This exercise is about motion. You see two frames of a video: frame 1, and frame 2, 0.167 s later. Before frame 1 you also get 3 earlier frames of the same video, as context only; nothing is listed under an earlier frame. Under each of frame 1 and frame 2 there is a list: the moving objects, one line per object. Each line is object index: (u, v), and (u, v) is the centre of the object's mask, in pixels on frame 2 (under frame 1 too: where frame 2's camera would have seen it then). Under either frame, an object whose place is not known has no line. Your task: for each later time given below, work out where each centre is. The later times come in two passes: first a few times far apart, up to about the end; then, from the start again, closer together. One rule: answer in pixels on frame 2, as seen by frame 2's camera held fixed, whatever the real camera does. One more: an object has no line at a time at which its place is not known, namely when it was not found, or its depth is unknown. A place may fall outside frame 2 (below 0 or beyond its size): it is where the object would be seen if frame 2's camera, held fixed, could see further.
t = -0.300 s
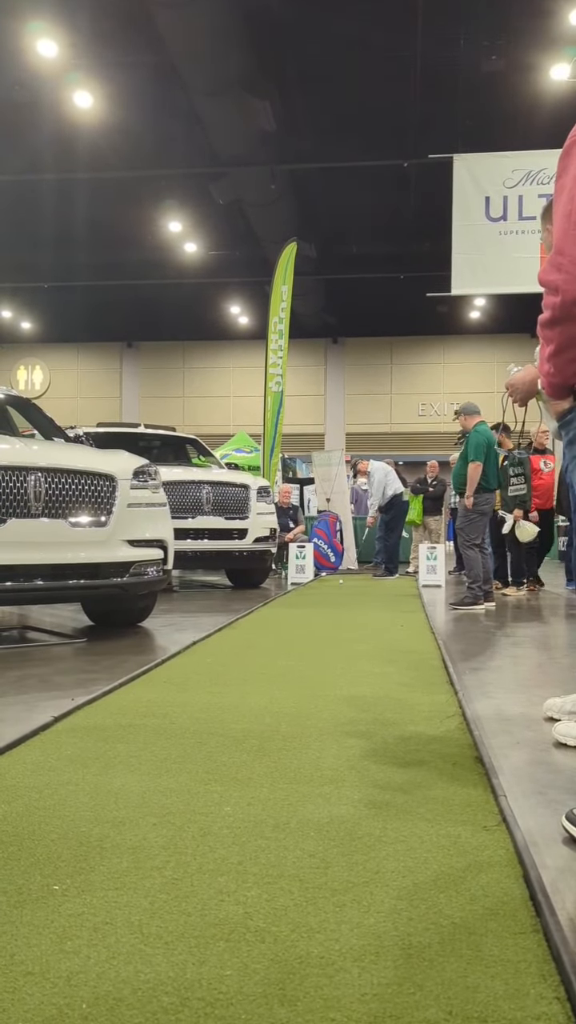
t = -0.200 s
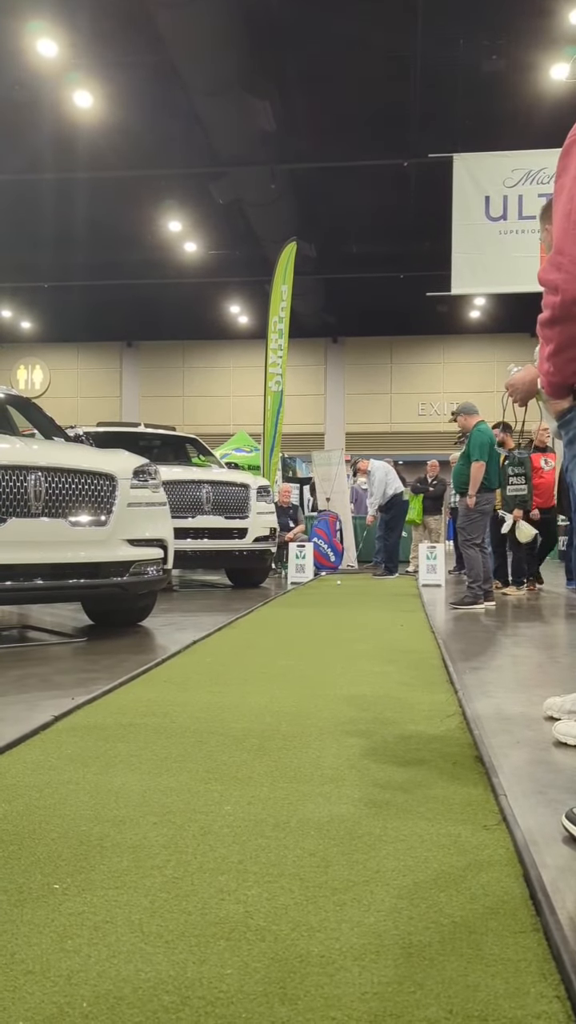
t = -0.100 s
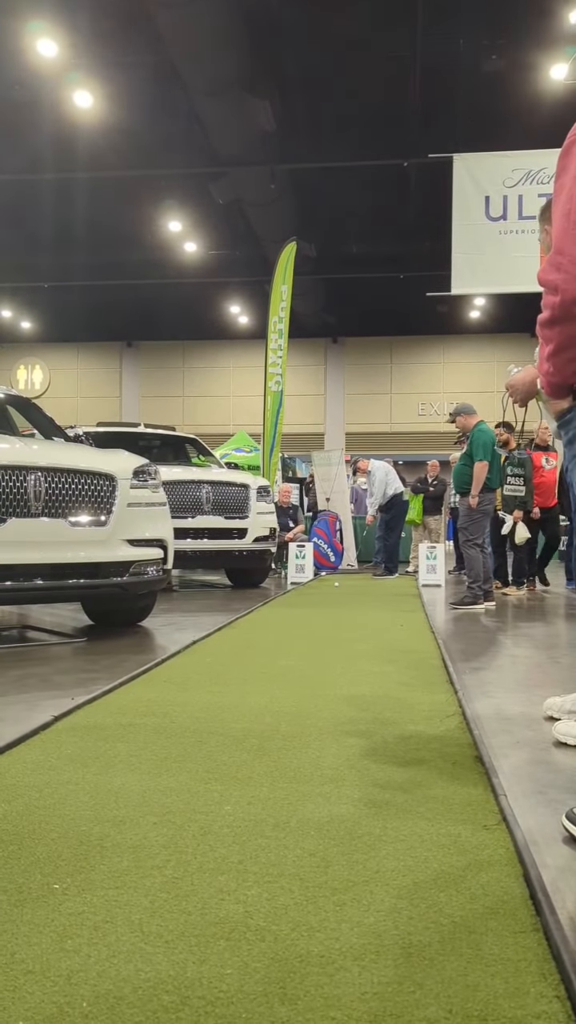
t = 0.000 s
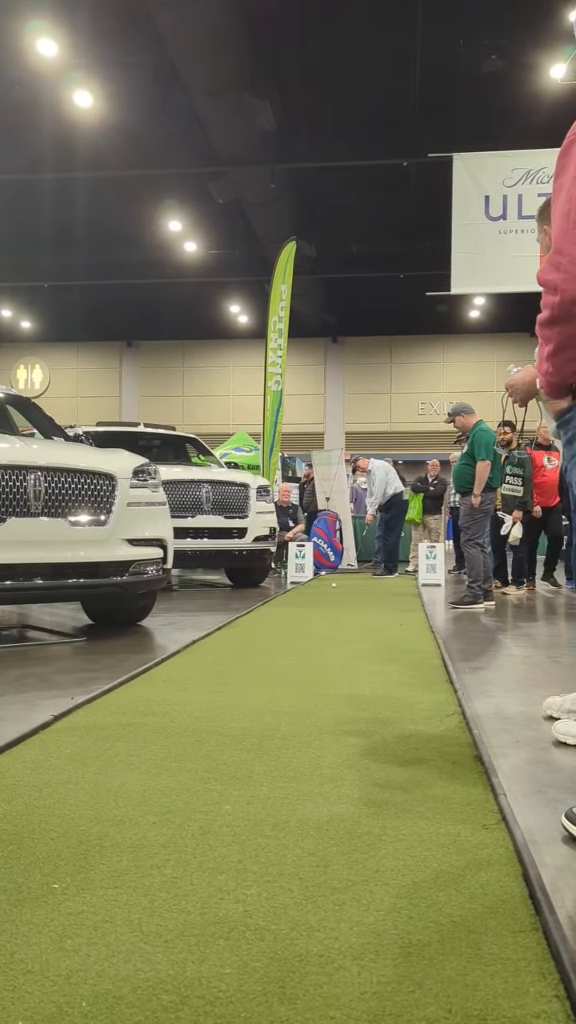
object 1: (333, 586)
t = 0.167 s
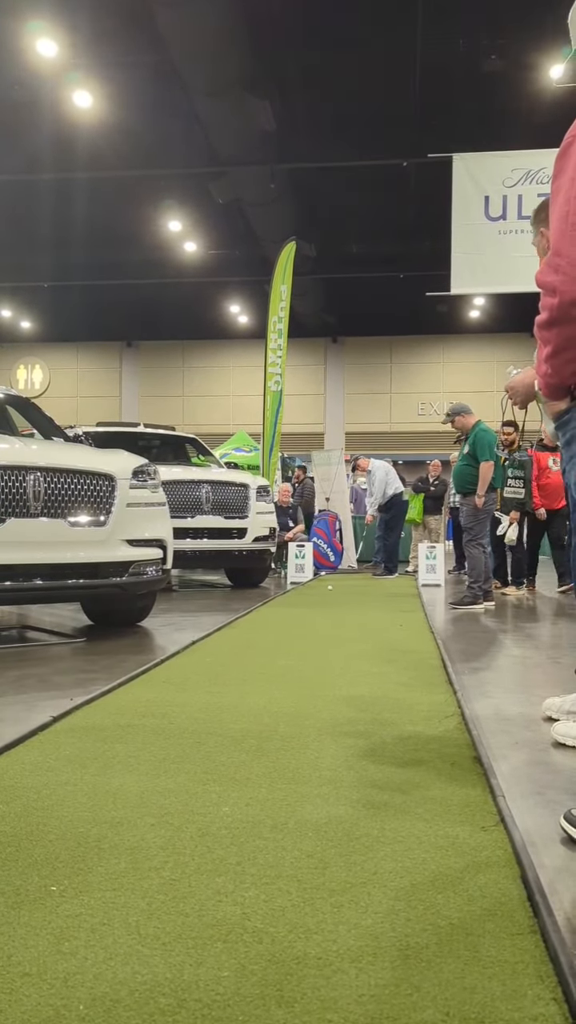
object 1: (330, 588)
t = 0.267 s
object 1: (327, 589)
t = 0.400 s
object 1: (324, 592)
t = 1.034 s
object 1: (308, 606)
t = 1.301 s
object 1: (300, 613)
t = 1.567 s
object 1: (292, 622)
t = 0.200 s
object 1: (329, 588)
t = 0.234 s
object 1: (328, 589)
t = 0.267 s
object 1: (327, 589)
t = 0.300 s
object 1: (327, 590)
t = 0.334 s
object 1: (326, 591)
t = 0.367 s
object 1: (325, 591)
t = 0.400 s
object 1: (324, 592)
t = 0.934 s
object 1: (311, 604)
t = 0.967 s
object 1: (310, 604)
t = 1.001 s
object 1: (309, 605)
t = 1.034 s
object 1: (308, 606)
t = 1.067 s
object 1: (307, 607)
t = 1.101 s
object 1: (306, 608)
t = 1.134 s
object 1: (305, 609)
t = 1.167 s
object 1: (304, 610)
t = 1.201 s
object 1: (303, 611)
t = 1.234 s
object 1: (302, 612)
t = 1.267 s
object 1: (301, 613)
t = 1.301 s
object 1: (300, 613)
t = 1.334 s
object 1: (299, 614)
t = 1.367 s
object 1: (298, 615)
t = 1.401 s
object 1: (297, 616)
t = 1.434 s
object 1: (296, 617)
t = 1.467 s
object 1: (295, 618)
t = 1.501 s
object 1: (294, 620)
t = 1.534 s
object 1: (293, 621)
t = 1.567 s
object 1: (292, 622)
